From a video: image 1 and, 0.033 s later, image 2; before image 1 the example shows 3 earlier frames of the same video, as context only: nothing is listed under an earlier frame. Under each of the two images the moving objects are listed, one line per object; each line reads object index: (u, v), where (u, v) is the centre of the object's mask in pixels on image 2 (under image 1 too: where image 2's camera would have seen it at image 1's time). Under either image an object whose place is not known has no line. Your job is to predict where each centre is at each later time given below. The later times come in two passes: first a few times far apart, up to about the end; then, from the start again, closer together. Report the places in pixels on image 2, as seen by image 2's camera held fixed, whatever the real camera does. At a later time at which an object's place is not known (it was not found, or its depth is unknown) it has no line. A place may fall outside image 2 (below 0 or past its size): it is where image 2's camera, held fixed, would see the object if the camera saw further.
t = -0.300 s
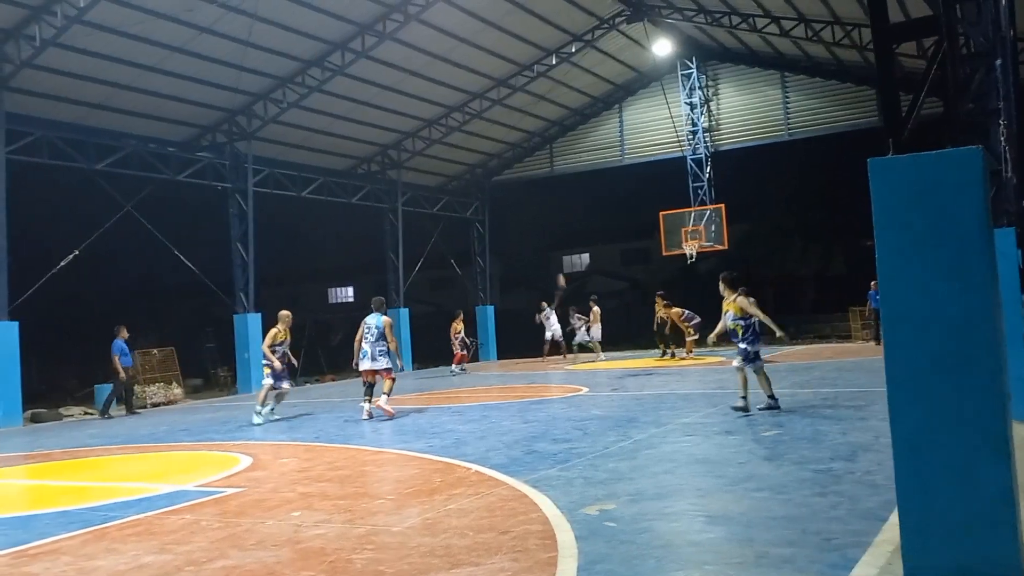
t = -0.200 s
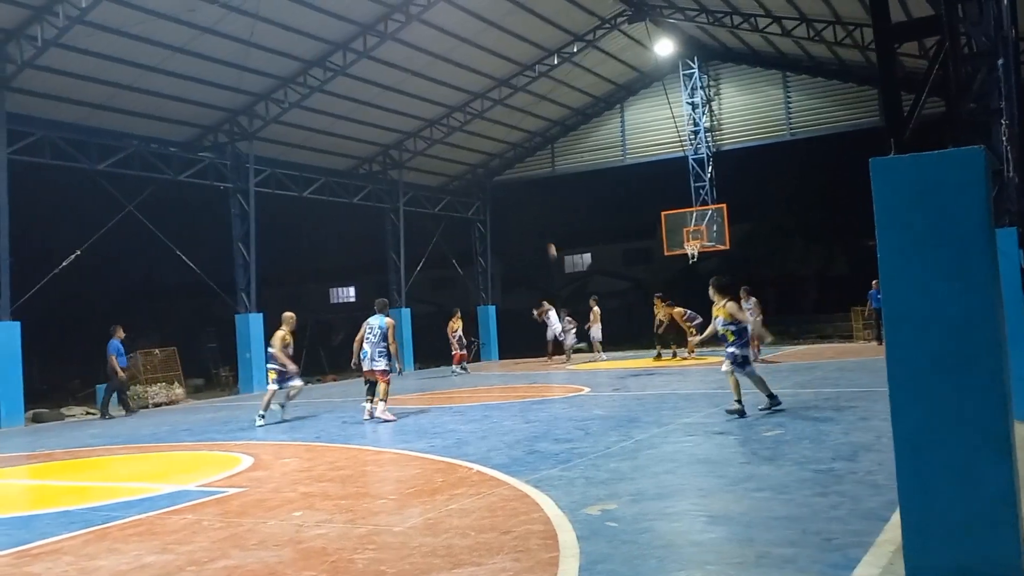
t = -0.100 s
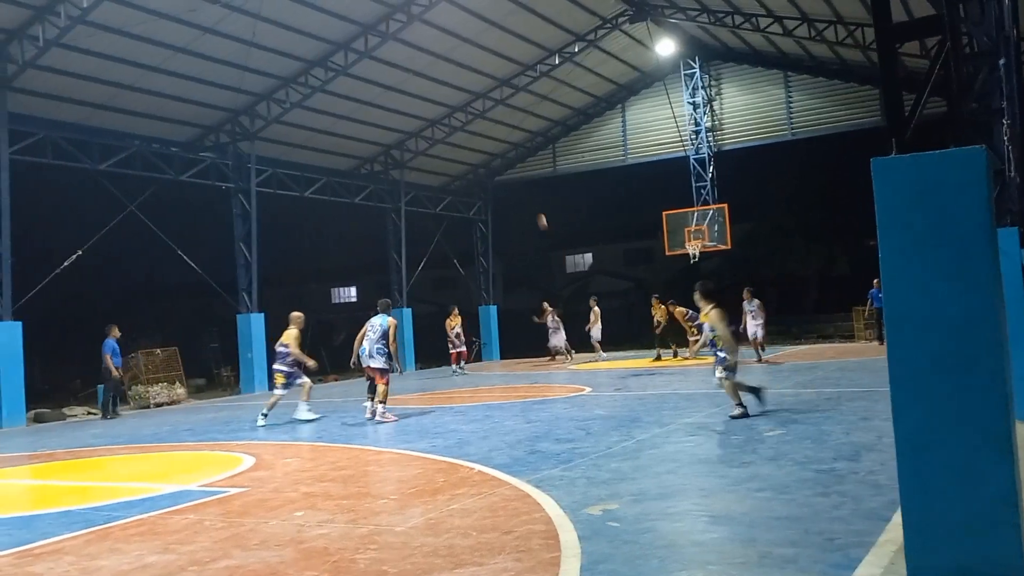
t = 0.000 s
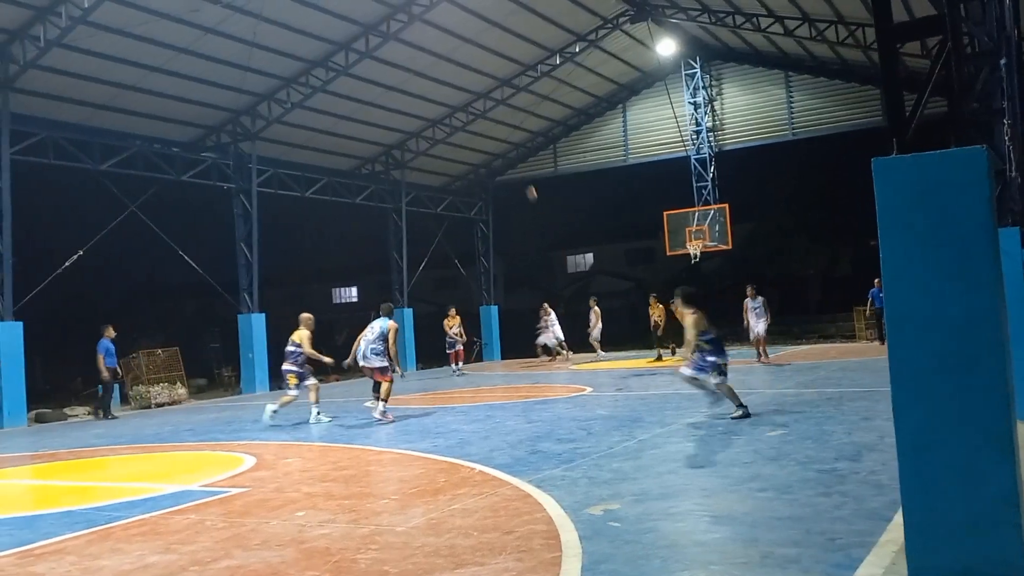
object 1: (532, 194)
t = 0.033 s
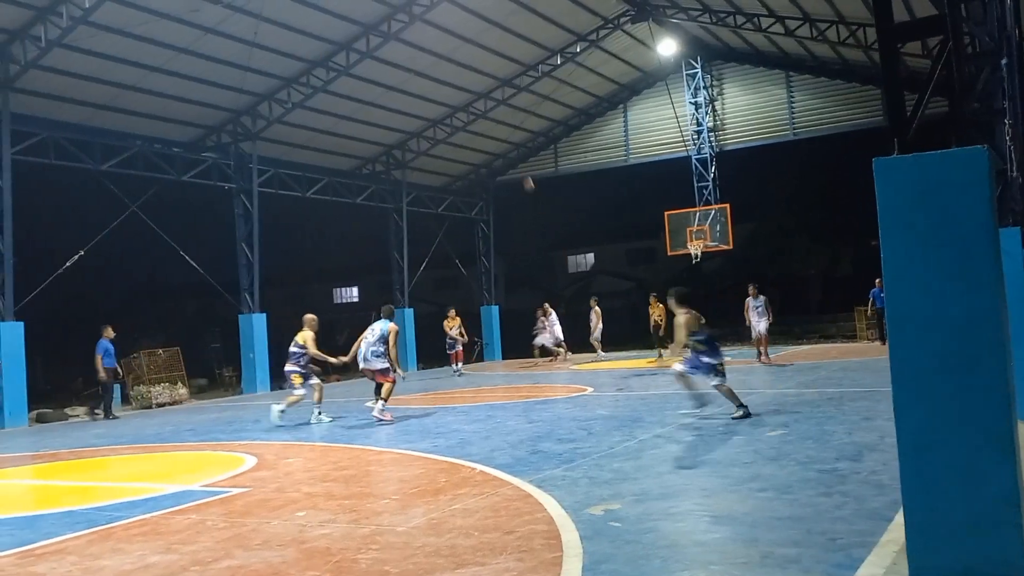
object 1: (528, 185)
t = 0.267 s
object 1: (498, 121)
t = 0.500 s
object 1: (462, 67)
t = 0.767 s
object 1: (412, 21)
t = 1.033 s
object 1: (340, 5)
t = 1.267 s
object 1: (249, 31)
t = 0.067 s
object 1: (524, 175)
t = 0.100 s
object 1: (520, 166)
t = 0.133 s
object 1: (516, 157)
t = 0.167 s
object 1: (512, 148)
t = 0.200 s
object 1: (508, 139)
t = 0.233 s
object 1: (503, 130)
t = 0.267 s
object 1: (498, 121)
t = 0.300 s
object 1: (493, 113)
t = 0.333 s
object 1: (487, 105)
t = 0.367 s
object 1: (485, 97)
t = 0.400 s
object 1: (479, 89)
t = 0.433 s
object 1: (473, 81)
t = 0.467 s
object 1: (468, 74)
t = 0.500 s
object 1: (462, 67)
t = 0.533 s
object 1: (457, 60)
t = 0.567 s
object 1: (451, 53)
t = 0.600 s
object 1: (445, 47)
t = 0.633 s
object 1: (439, 41)
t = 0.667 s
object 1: (433, 35)
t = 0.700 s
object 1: (427, 29)
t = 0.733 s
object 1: (420, 24)
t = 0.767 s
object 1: (412, 21)
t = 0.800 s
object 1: (404, 18)
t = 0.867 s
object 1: (389, 12)
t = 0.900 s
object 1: (381, 9)
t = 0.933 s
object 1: (370, 7)
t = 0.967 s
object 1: (361, 6)
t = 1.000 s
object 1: (351, 5)
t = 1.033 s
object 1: (340, 5)
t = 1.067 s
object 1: (329, 5)
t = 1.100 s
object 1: (318, 7)
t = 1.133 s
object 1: (306, 9)
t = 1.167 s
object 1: (293, 12)
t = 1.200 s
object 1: (279, 17)
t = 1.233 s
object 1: (264, 22)
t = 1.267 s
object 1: (249, 31)
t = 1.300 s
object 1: (233, 38)
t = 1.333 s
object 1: (215, 49)
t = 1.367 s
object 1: (197, 62)
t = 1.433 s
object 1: (155, 91)
